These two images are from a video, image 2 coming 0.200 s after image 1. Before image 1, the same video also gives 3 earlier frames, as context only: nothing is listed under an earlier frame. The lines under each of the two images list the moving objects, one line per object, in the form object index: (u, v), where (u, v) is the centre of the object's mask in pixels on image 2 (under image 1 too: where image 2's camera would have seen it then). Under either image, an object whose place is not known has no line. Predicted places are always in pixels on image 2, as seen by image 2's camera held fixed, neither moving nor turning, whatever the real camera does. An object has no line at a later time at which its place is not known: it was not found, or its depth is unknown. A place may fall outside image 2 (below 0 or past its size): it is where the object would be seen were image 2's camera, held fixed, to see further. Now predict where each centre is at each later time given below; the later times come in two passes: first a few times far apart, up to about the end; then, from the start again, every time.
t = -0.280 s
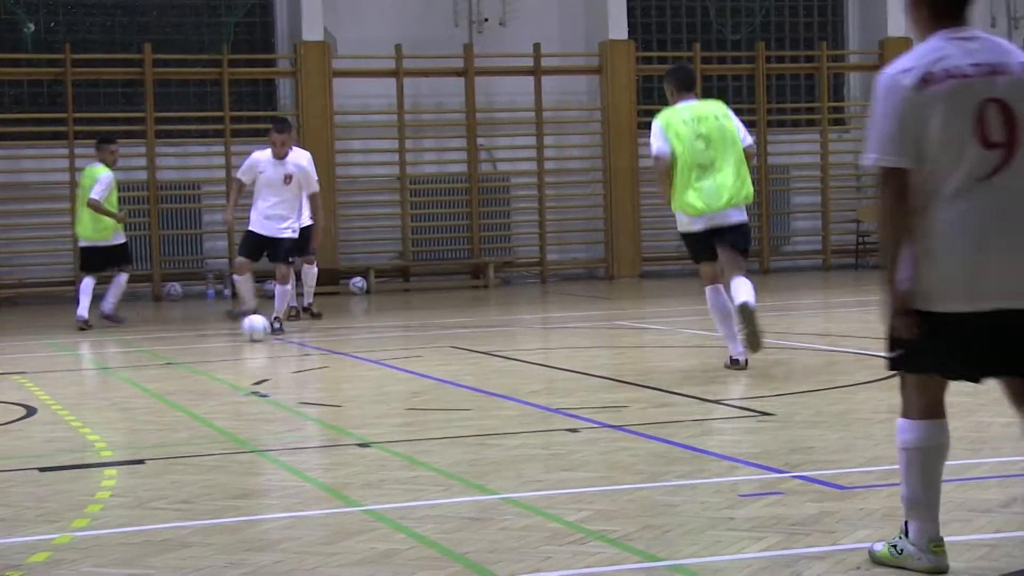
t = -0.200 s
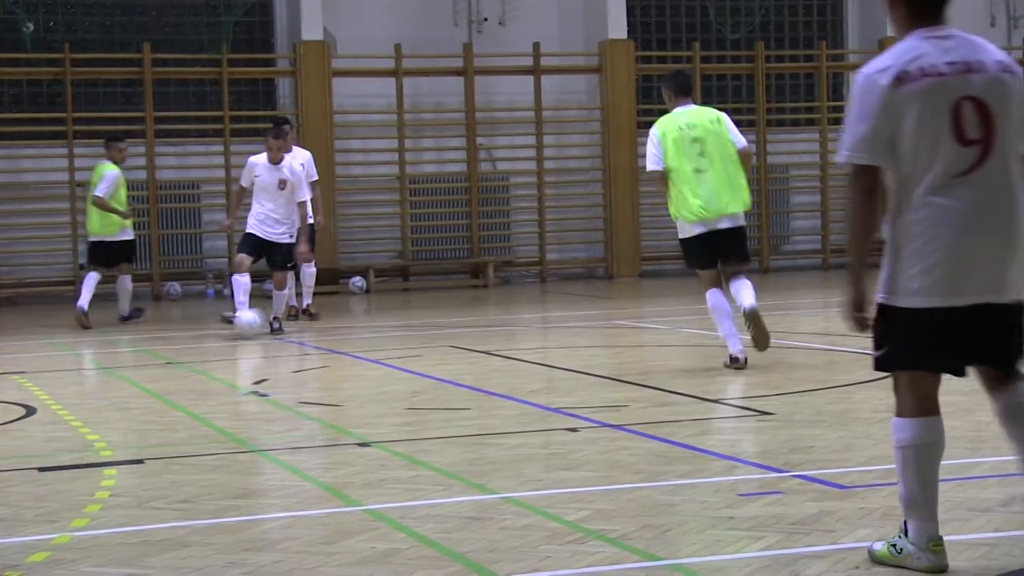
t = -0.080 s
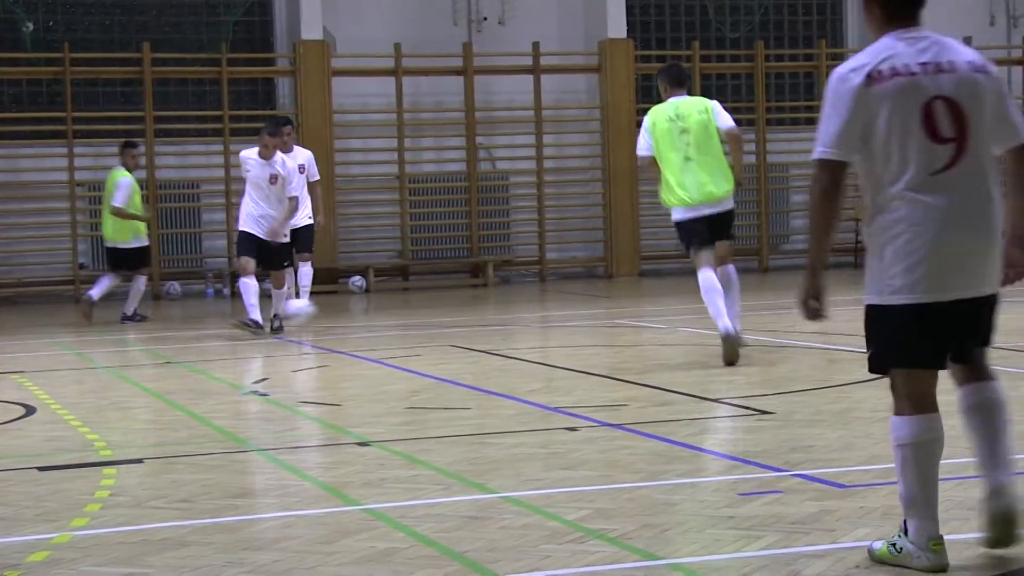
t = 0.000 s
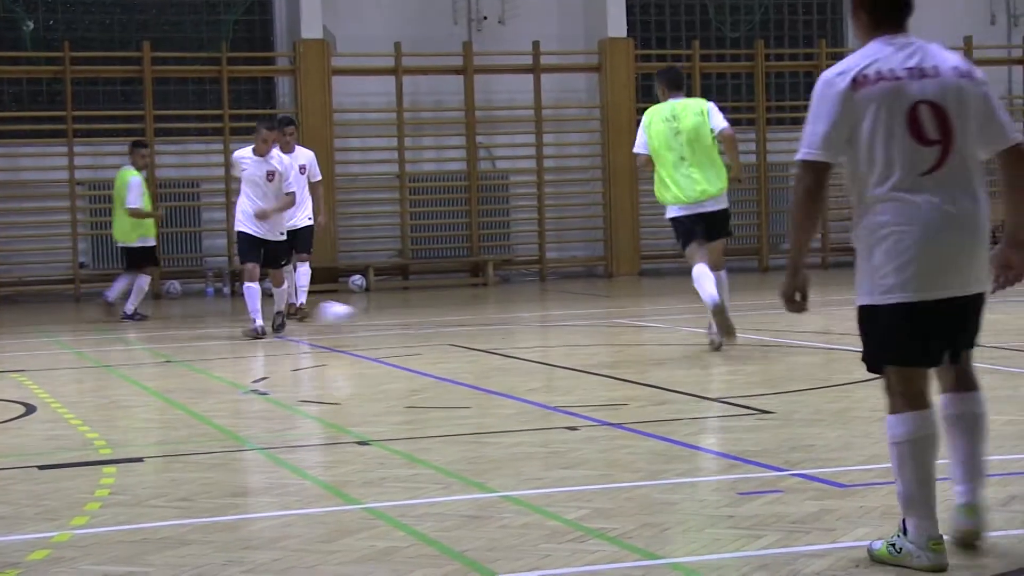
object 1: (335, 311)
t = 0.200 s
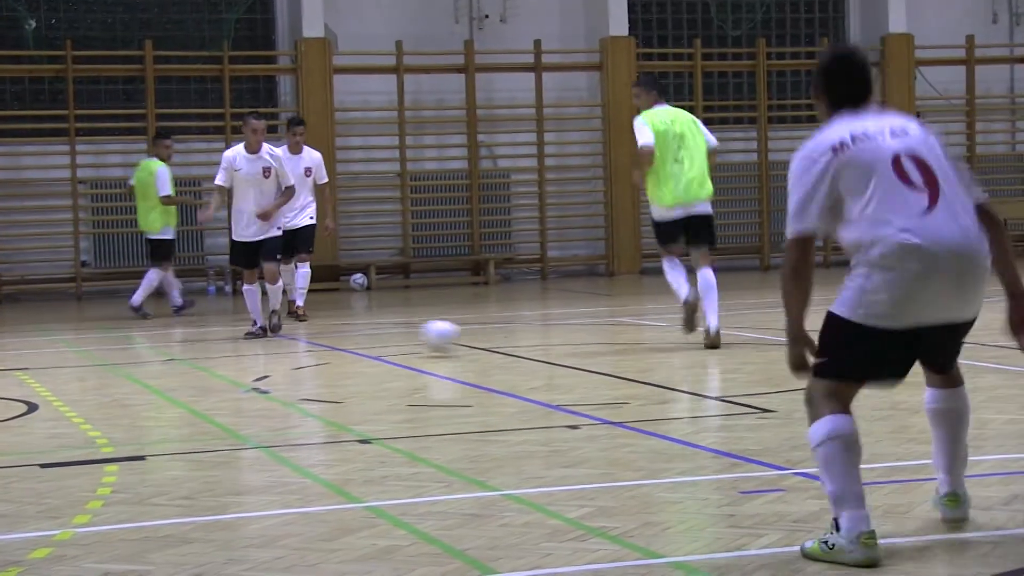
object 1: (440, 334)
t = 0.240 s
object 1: (460, 340)
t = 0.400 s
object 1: (543, 351)
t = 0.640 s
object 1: (661, 362)
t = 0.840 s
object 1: (764, 374)
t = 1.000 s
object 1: (860, 386)
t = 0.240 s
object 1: (460, 340)
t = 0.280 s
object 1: (481, 344)
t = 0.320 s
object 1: (500, 347)
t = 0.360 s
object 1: (522, 348)
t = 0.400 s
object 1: (543, 351)
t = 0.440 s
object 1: (562, 352)
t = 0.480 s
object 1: (582, 354)
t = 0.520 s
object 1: (601, 356)
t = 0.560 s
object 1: (622, 359)
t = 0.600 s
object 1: (642, 360)
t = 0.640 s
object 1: (661, 362)
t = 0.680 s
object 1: (680, 365)
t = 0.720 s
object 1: (701, 368)
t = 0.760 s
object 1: (721, 369)
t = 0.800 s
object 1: (742, 371)
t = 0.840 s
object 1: (764, 374)
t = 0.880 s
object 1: (788, 377)
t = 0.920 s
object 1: (811, 379)
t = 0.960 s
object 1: (835, 383)
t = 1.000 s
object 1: (860, 386)
